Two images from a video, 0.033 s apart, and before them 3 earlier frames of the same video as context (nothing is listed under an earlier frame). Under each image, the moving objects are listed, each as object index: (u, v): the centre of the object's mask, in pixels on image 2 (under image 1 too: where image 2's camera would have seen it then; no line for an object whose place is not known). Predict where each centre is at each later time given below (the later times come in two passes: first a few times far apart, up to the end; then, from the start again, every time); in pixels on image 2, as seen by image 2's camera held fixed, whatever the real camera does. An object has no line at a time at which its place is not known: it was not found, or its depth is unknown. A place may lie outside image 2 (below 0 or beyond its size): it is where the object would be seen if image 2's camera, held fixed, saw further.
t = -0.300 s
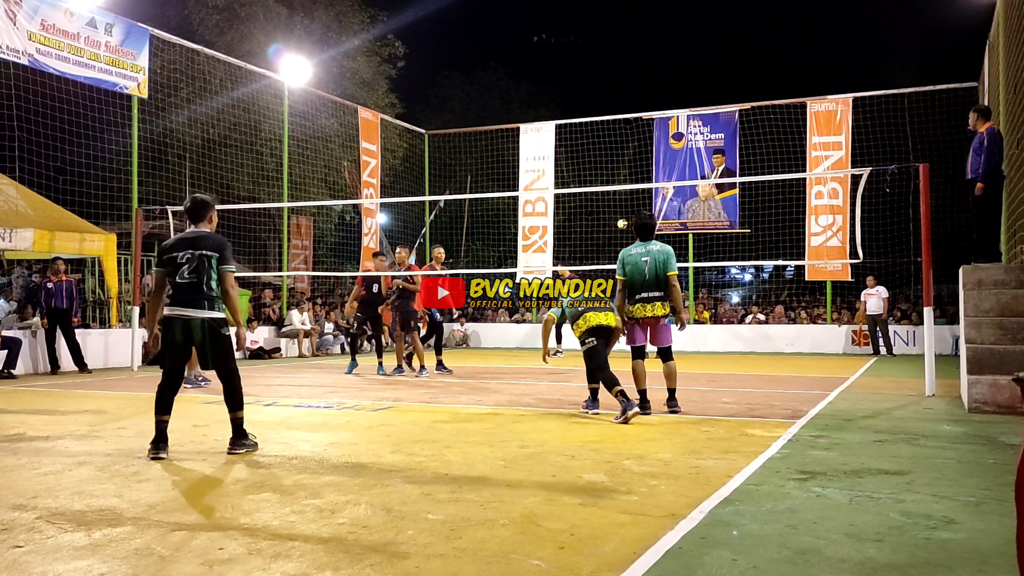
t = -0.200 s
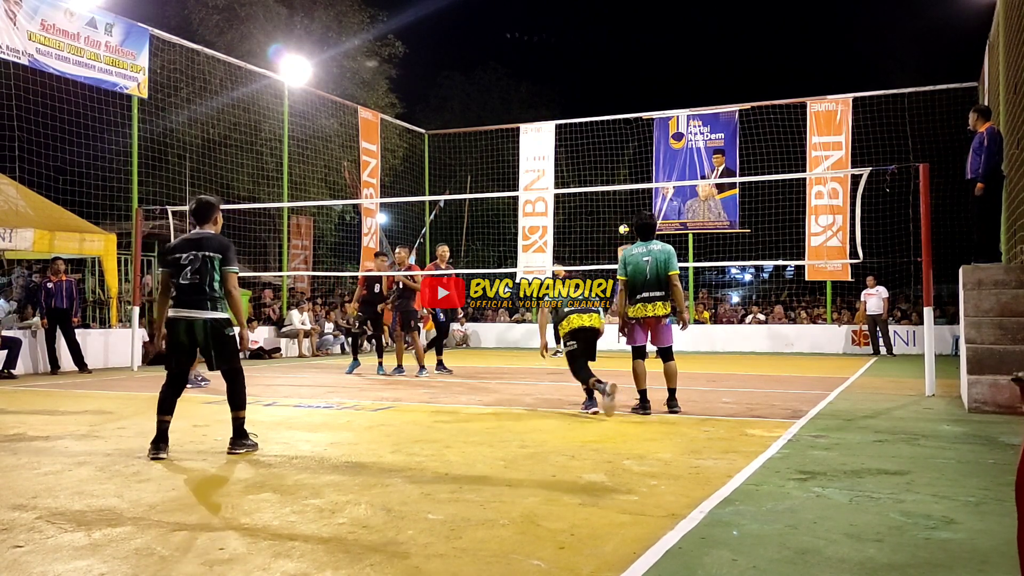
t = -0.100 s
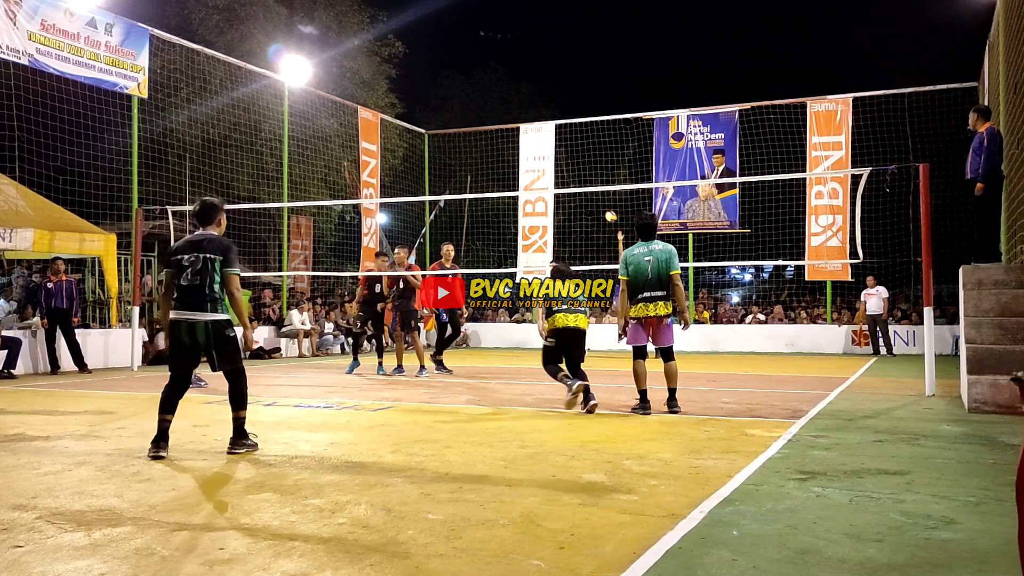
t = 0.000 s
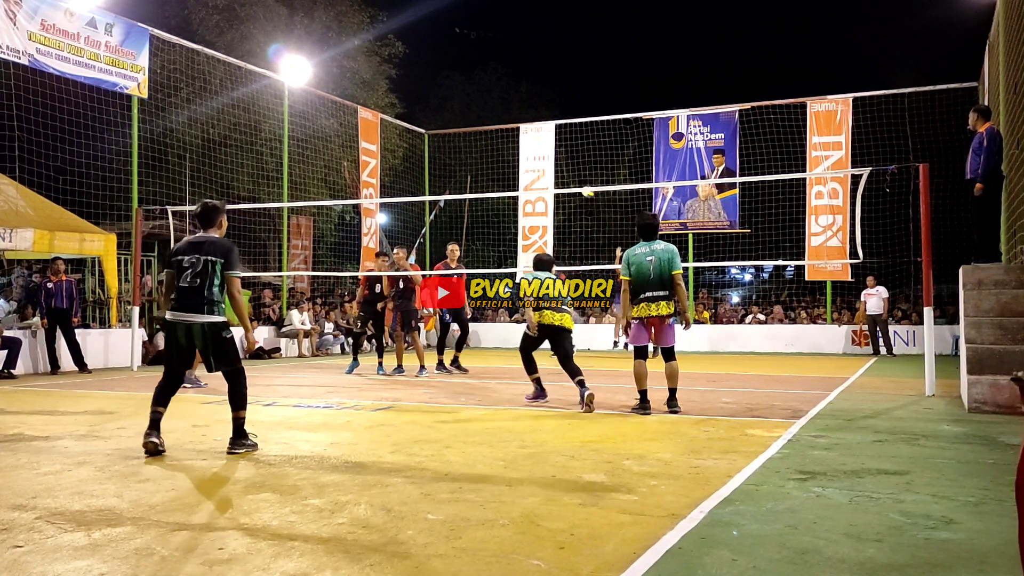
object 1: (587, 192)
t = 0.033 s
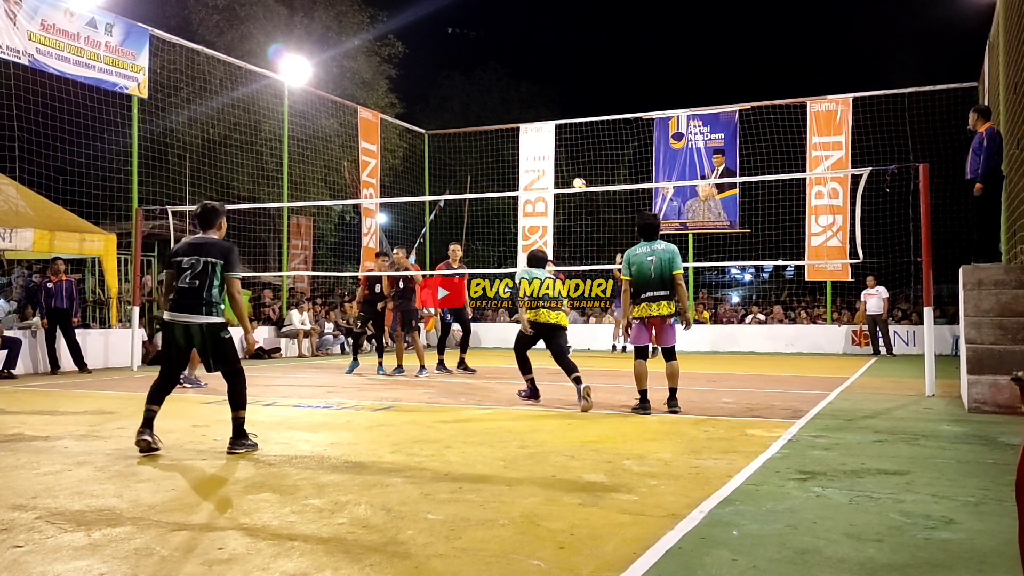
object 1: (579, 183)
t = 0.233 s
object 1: (518, 144)
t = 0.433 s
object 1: (442, 123)
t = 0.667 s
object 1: (309, 128)
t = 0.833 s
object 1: (173, 160)
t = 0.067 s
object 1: (570, 176)
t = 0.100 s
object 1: (561, 169)
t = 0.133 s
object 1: (554, 163)
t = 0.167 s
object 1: (541, 156)
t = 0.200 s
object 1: (530, 150)
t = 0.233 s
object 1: (518, 144)
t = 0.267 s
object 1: (508, 139)
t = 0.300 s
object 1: (496, 135)
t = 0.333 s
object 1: (484, 131)
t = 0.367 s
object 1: (470, 128)
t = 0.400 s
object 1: (456, 124)
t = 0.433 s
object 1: (442, 123)
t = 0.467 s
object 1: (426, 121)
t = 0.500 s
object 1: (409, 120)
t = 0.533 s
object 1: (392, 120)
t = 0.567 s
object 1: (372, 120)
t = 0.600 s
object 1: (352, 122)
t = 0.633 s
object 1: (332, 125)
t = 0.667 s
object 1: (309, 128)
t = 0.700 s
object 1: (285, 132)
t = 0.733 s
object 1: (260, 137)
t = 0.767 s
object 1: (232, 143)
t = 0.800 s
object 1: (204, 151)
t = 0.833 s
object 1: (173, 160)
